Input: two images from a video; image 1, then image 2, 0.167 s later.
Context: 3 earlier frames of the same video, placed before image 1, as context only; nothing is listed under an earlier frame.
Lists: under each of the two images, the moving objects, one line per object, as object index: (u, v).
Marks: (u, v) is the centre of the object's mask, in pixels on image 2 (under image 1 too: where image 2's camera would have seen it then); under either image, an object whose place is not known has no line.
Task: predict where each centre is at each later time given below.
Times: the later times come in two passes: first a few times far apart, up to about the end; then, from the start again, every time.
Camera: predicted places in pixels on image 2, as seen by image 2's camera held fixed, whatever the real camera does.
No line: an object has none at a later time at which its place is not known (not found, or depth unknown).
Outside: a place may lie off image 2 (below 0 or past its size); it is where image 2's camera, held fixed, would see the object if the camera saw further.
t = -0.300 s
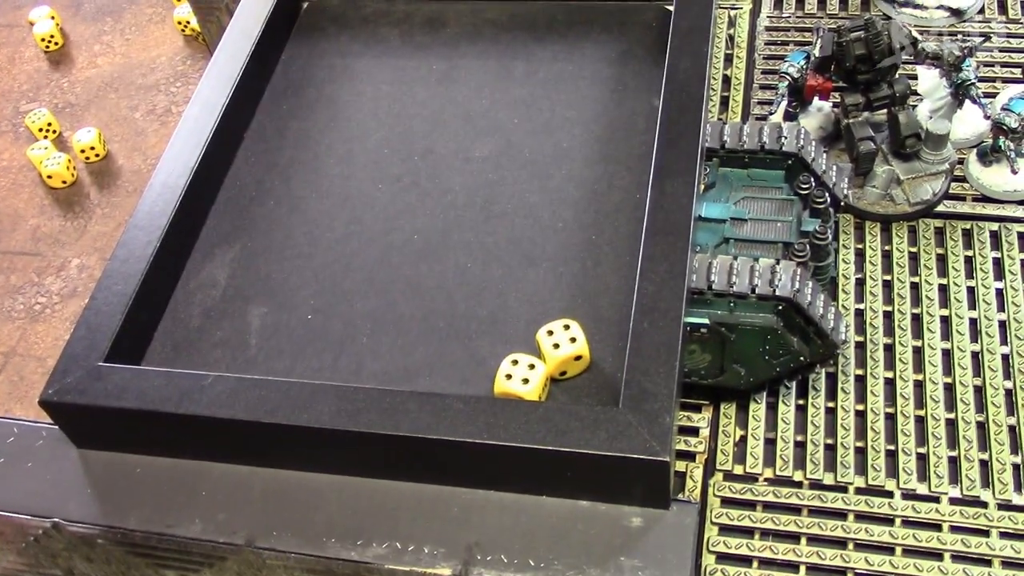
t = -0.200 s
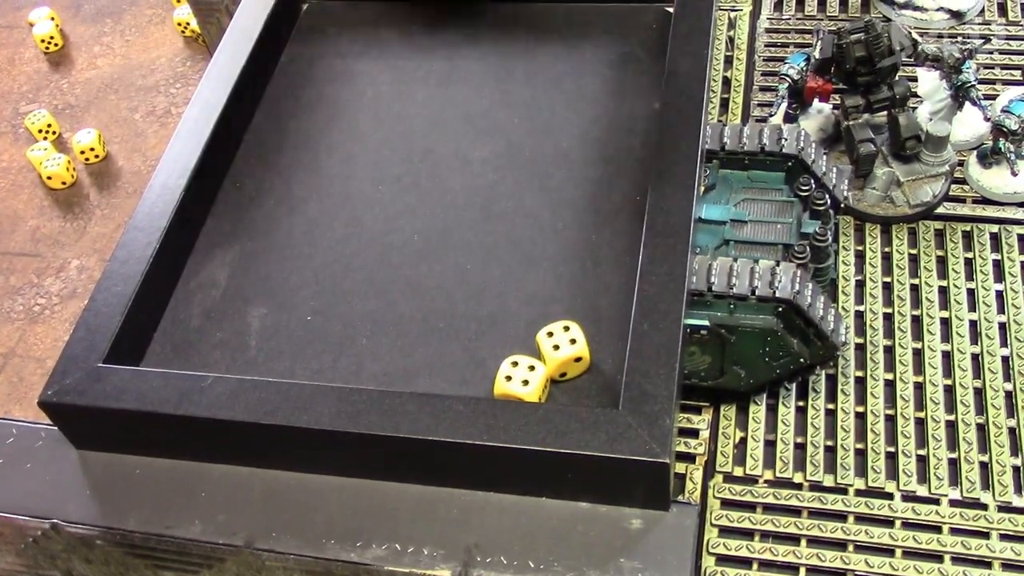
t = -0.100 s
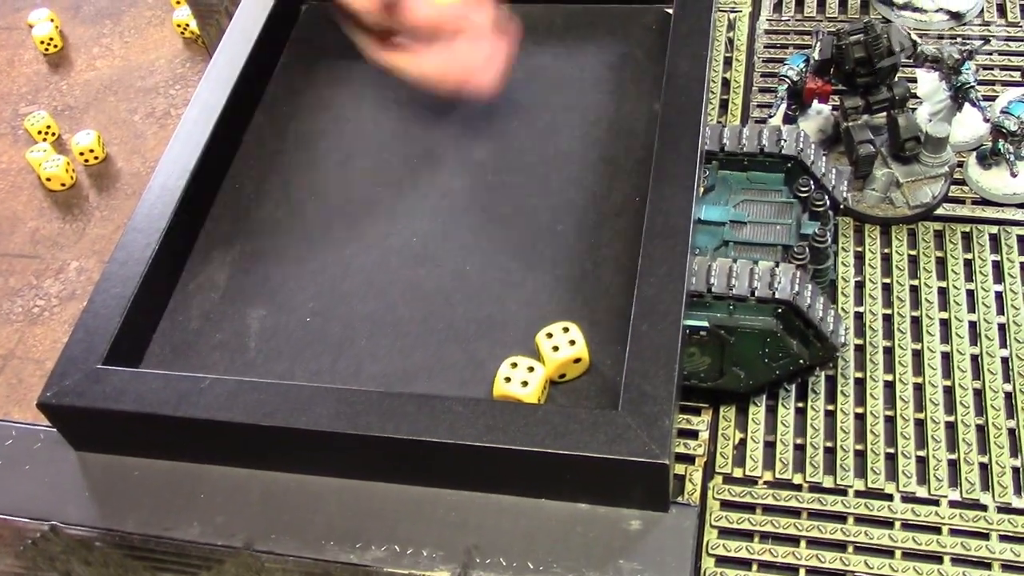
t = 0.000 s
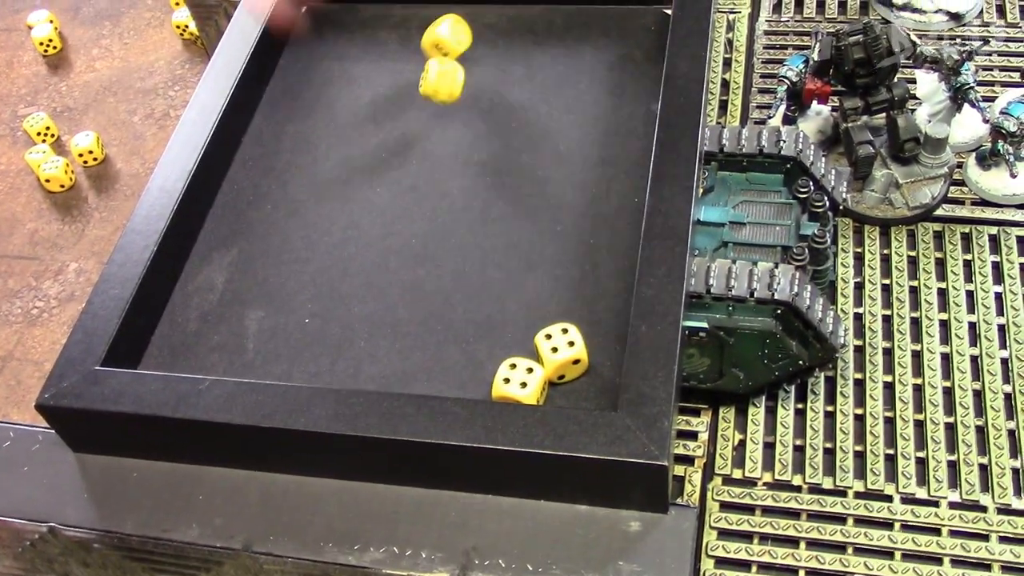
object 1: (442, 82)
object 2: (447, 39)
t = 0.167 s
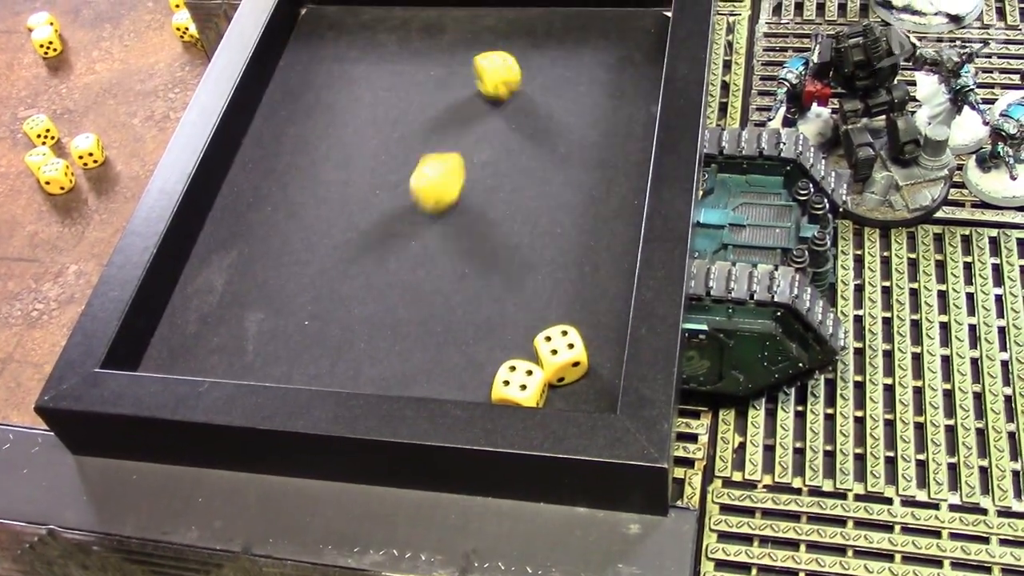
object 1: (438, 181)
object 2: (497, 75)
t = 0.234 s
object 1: (421, 215)
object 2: (507, 87)
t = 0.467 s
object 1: (354, 289)
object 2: (517, 87)
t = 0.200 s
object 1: (429, 196)
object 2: (503, 80)
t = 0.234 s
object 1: (421, 215)
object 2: (507, 87)
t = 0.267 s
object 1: (415, 230)
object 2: (512, 89)
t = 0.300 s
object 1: (405, 247)
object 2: (517, 89)
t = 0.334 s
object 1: (394, 258)
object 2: (518, 87)
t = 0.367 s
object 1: (379, 268)
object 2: (517, 87)
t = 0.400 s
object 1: (372, 273)
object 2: (517, 87)
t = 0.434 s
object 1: (365, 281)
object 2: (517, 87)
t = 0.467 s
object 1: (354, 289)
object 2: (517, 87)
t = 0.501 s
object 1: (348, 294)
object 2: (517, 87)
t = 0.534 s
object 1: (336, 300)
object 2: (517, 87)
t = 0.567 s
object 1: (326, 302)
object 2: (517, 87)
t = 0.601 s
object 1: (322, 307)
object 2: (517, 87)
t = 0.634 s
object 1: (319, 312)
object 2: (517, 87)
